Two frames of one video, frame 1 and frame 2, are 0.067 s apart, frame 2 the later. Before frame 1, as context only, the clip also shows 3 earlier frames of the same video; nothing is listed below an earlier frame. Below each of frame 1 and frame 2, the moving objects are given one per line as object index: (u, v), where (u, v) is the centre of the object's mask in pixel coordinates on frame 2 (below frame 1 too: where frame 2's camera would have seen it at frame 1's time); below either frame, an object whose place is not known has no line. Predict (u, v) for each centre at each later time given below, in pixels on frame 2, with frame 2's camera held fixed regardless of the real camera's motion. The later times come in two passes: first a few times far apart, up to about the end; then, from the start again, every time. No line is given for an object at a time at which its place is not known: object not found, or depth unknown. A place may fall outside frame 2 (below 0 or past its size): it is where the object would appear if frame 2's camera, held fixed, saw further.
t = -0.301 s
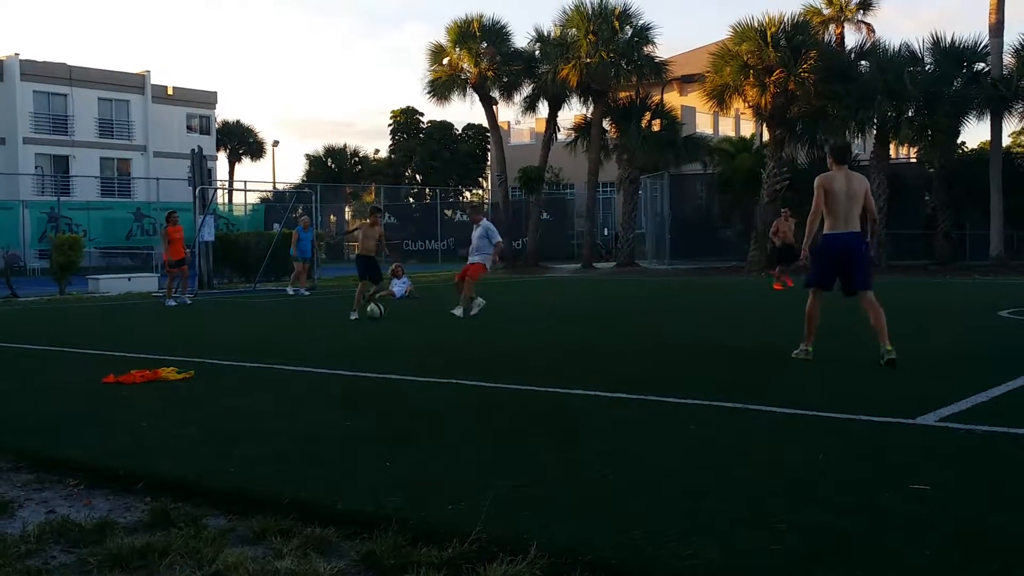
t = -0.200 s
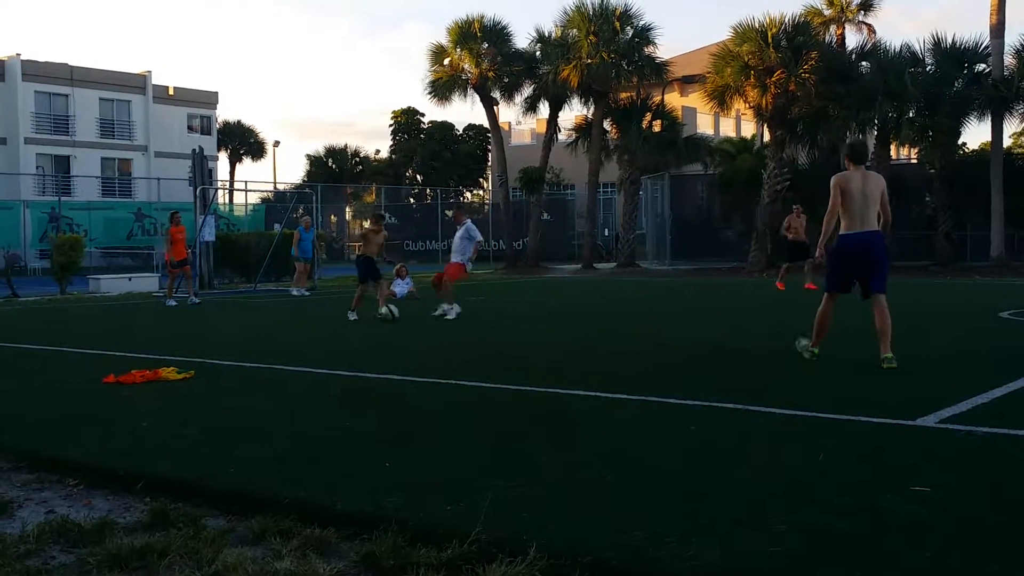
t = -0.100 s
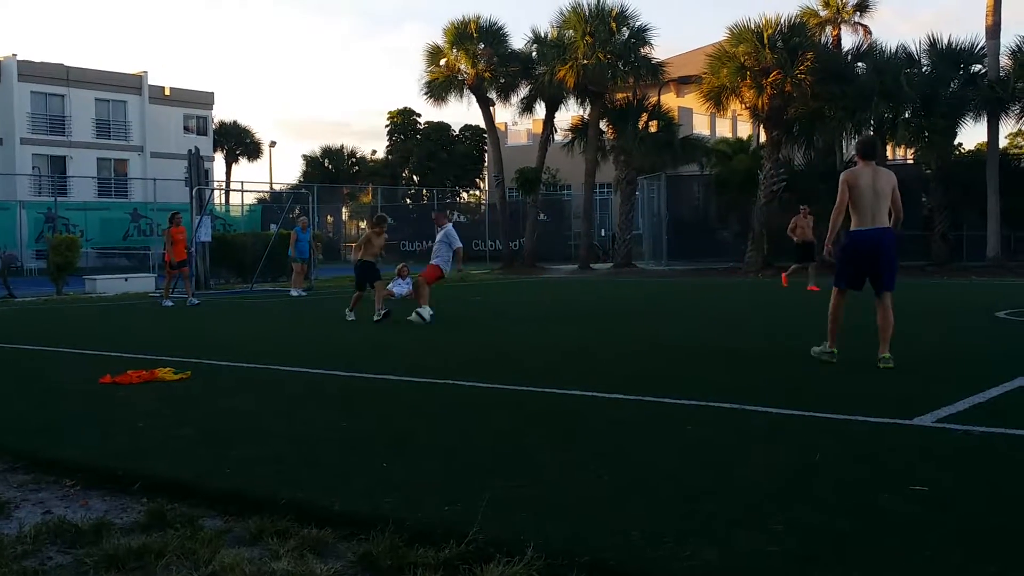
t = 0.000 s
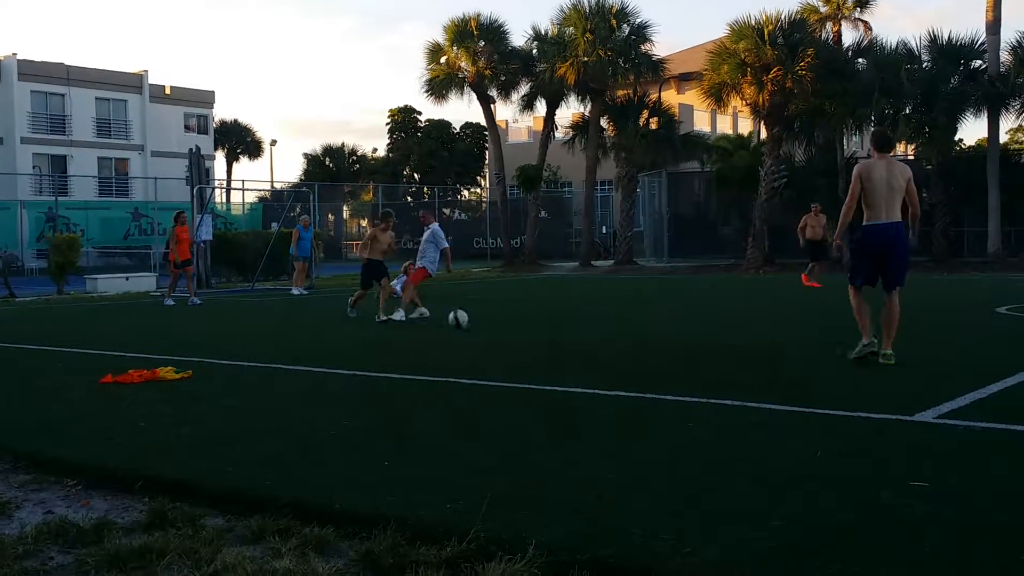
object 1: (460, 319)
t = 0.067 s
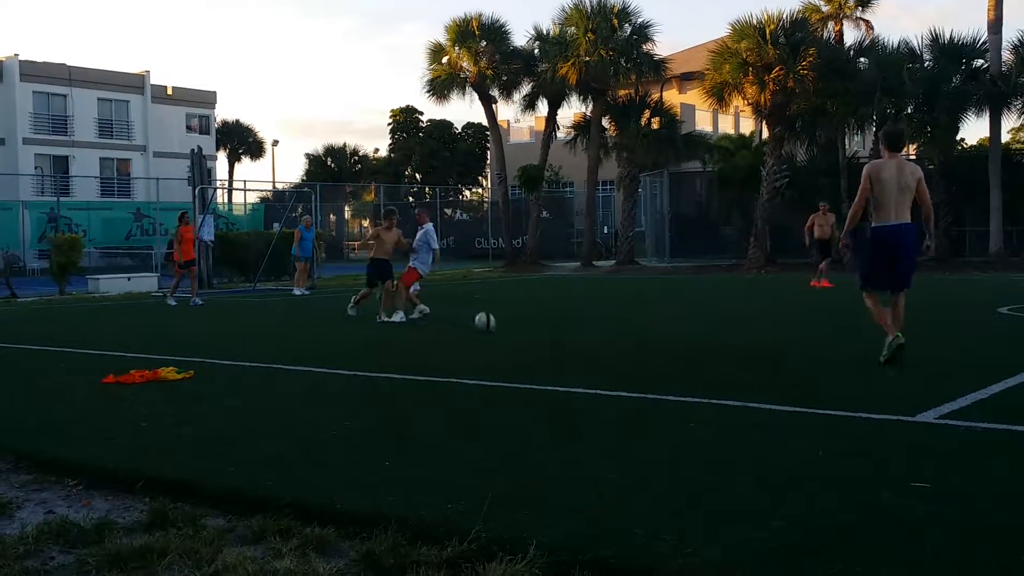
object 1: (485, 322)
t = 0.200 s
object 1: (538, 329)
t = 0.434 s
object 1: (638, 344)
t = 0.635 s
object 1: (731, 353)
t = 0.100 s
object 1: (497, 324)
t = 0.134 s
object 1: (511, 328)
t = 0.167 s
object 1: (524, 328)
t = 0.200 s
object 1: (538, 329)
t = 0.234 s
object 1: (552, 331)
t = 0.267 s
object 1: (567, 333)
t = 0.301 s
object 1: (580, 334)
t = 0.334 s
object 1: (593, 334)
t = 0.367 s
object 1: (607, 337)
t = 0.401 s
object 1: (621, 339)
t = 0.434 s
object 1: (638, 344)
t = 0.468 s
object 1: (651, 343)
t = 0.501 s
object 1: (666, 343)
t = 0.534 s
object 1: (682, 345)
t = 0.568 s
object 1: (697, 350)
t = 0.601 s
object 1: (714, 353)
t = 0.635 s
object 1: (731, 353)
